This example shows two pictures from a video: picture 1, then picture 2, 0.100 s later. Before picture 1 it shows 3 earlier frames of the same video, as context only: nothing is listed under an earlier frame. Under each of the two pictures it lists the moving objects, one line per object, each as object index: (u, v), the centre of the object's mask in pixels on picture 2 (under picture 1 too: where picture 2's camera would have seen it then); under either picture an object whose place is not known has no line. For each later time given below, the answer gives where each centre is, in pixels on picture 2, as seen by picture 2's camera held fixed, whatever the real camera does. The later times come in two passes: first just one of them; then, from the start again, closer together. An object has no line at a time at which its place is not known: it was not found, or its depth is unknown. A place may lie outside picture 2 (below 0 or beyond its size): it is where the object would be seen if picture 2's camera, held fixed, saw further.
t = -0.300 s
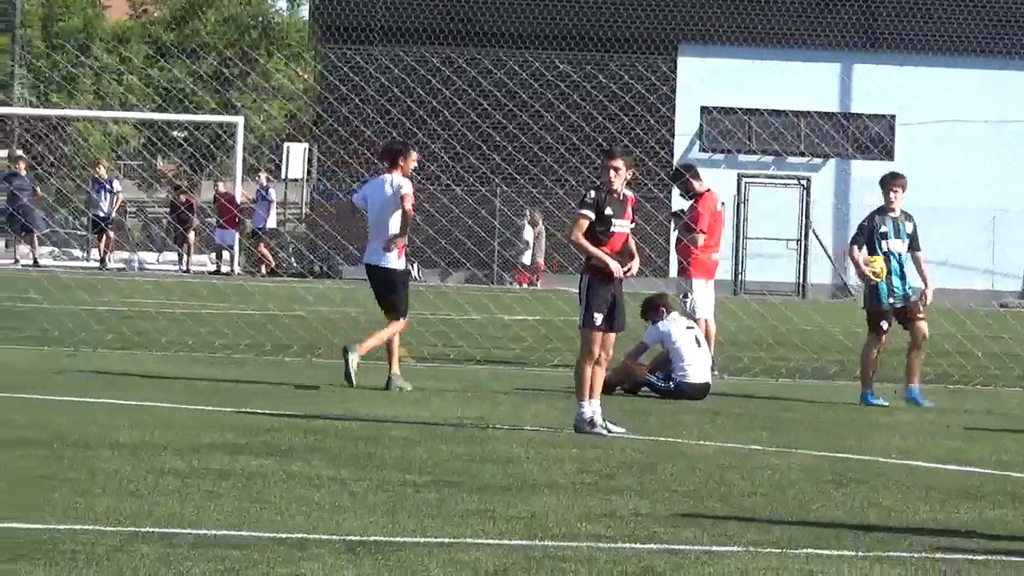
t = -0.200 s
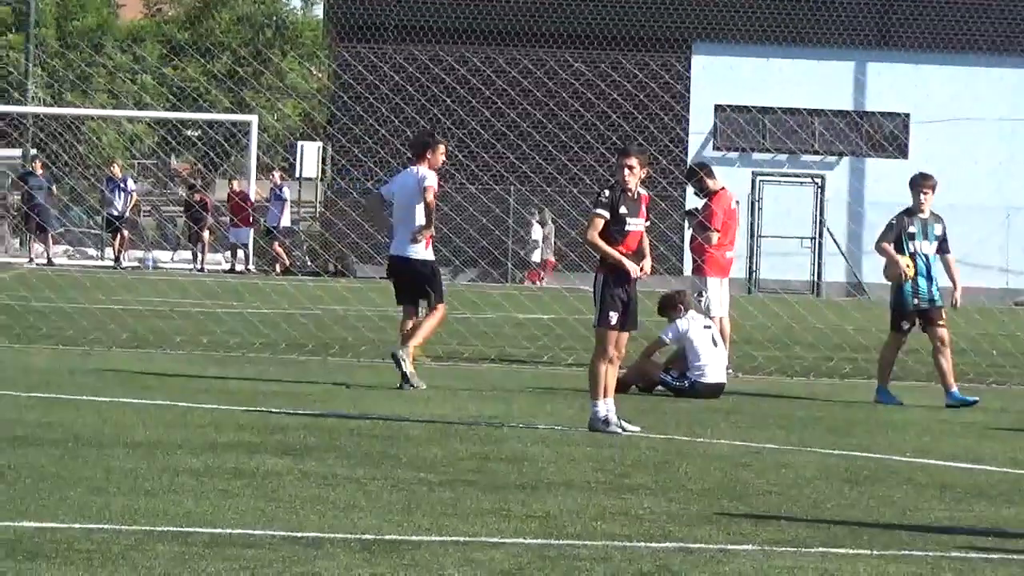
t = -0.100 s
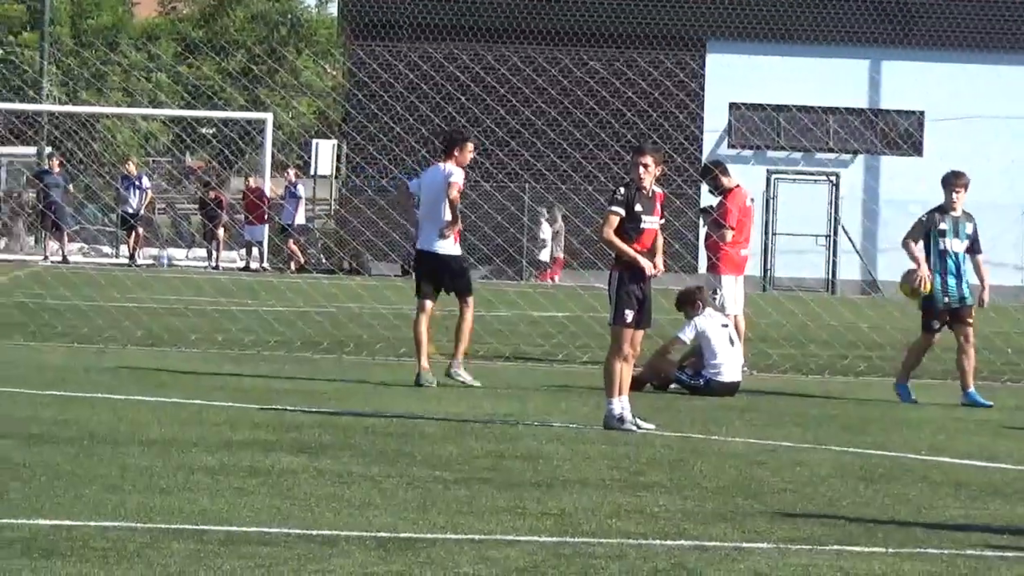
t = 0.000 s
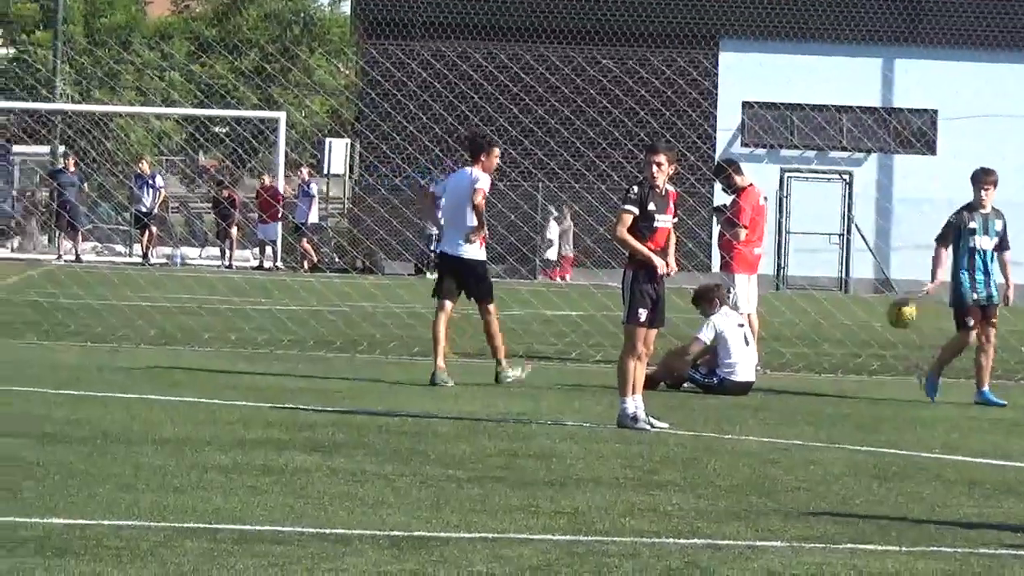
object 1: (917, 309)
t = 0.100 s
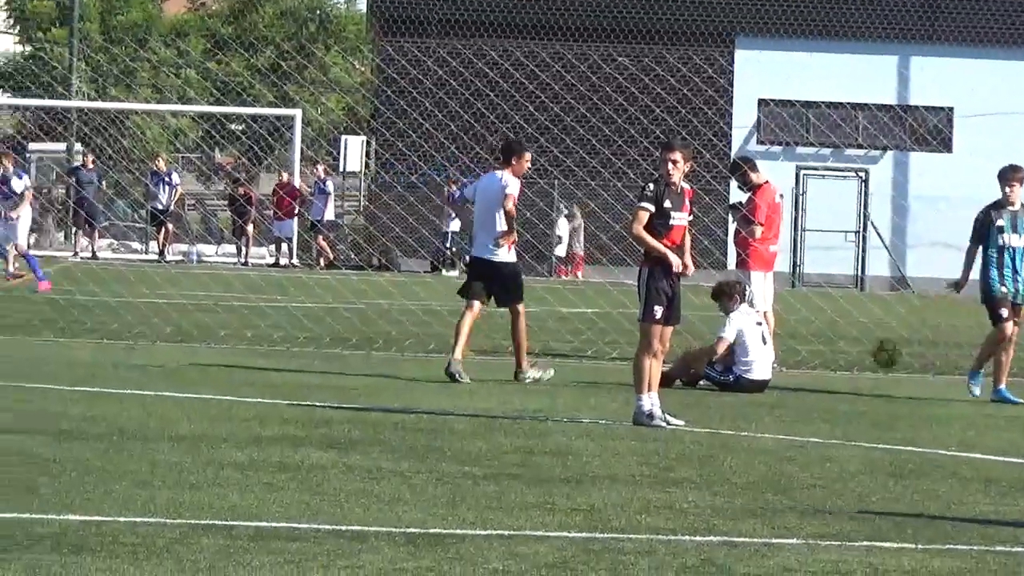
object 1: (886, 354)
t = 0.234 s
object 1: (858, 361)
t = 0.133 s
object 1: (876, 371)
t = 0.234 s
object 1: (858, 361)
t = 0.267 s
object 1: (851, 354)
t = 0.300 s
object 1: (846, 348)
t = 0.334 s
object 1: (841, 343)
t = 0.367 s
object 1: (834, 341)
